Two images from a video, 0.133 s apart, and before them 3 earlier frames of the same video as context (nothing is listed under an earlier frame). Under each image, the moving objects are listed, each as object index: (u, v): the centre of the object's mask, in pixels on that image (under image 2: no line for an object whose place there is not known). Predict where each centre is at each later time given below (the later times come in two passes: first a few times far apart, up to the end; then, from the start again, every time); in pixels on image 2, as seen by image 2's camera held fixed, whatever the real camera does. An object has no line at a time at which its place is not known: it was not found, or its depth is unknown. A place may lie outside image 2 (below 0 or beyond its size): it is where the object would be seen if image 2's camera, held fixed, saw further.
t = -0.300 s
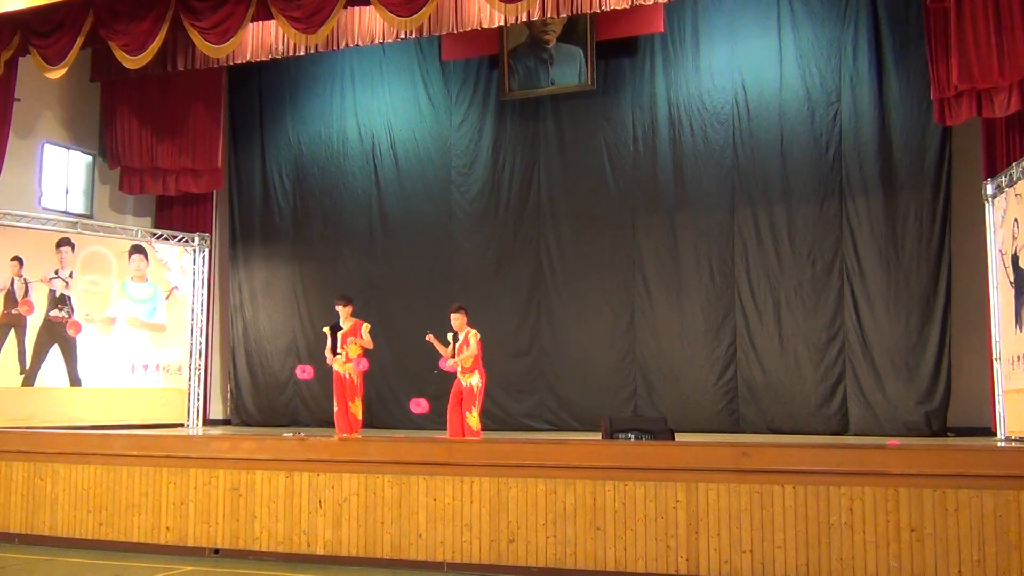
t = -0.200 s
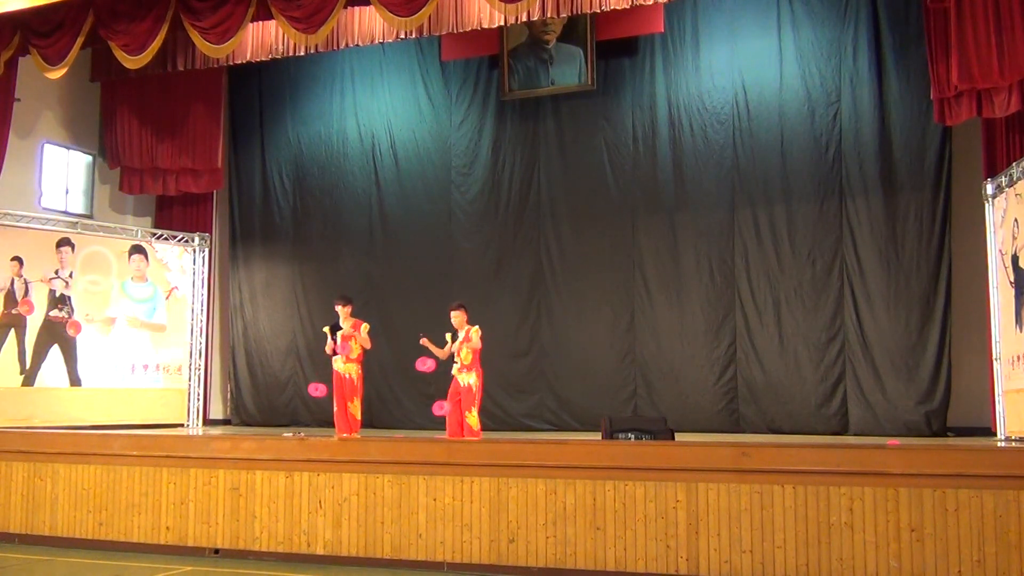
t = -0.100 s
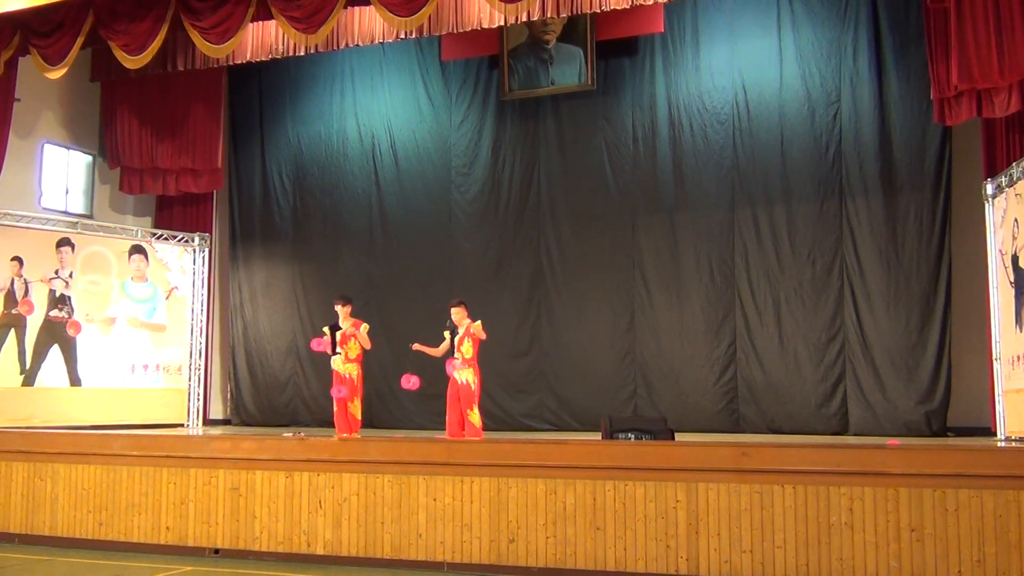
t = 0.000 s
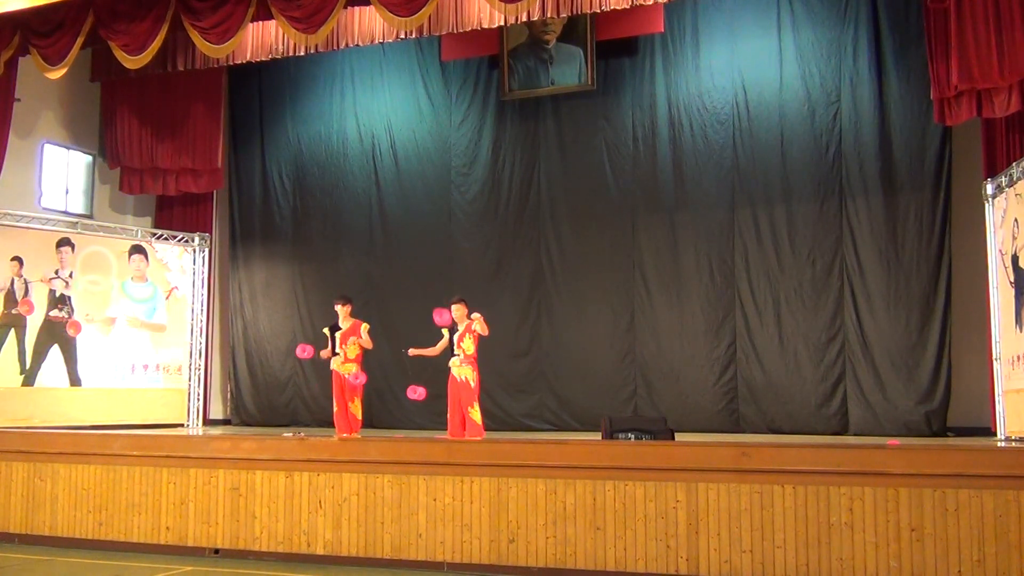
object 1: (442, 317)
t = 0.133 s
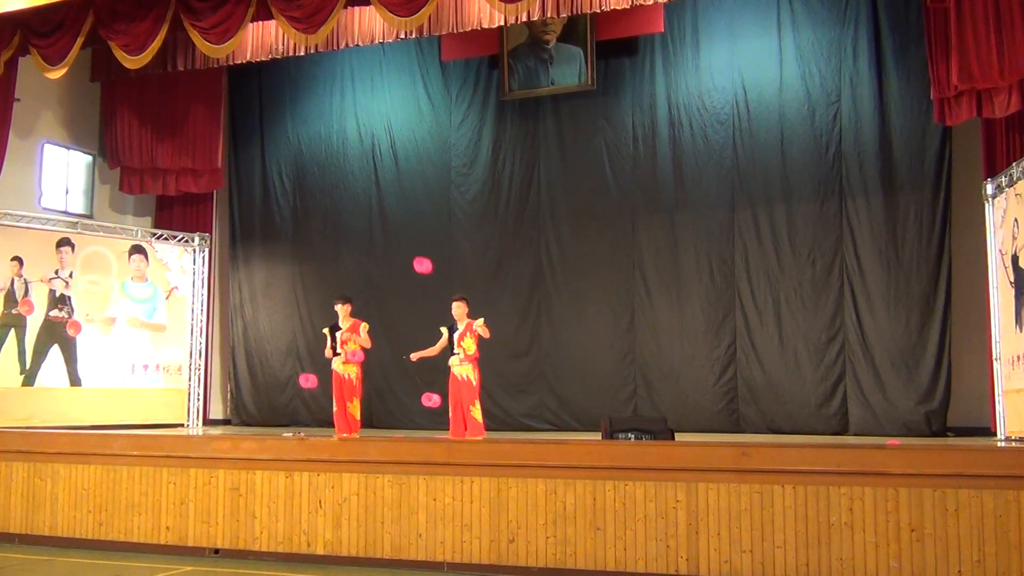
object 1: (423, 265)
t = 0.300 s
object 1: (399, 224)
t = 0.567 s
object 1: (362, 211)
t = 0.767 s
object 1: (334, 240)
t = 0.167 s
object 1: (418, 255)
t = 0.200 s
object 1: (413, 246)
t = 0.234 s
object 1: (408, 238)
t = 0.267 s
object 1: (403, 230)
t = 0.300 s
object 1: (399, 224)
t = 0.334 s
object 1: (394, 219)
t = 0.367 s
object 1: (389, 215)
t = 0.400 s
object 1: (385, 212)
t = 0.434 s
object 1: (380, 210)
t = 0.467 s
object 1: (375, 209)
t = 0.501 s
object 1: (371, 208)
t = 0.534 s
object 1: (366, 209)
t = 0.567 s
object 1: (362, 211)
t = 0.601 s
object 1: (357, 213)
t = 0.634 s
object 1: (352, 217)
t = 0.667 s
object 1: (348, 221)
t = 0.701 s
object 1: (343, 227)
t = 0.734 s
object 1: (339, 233)
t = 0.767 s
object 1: (334, 240)
